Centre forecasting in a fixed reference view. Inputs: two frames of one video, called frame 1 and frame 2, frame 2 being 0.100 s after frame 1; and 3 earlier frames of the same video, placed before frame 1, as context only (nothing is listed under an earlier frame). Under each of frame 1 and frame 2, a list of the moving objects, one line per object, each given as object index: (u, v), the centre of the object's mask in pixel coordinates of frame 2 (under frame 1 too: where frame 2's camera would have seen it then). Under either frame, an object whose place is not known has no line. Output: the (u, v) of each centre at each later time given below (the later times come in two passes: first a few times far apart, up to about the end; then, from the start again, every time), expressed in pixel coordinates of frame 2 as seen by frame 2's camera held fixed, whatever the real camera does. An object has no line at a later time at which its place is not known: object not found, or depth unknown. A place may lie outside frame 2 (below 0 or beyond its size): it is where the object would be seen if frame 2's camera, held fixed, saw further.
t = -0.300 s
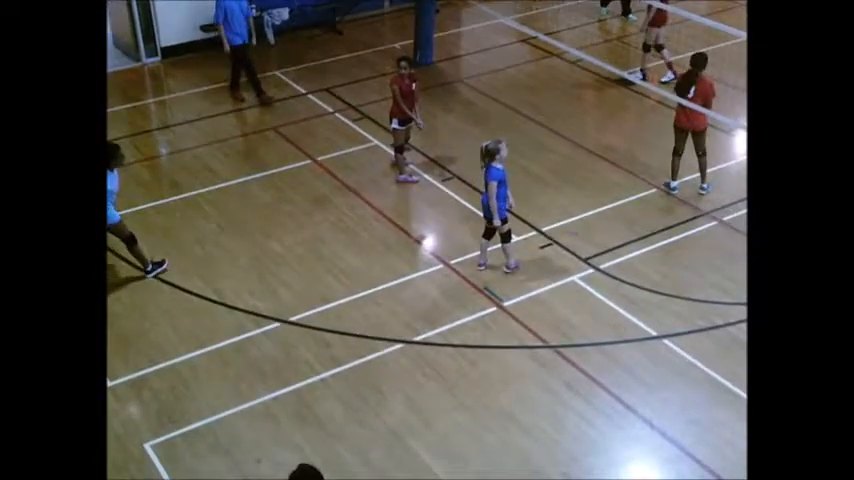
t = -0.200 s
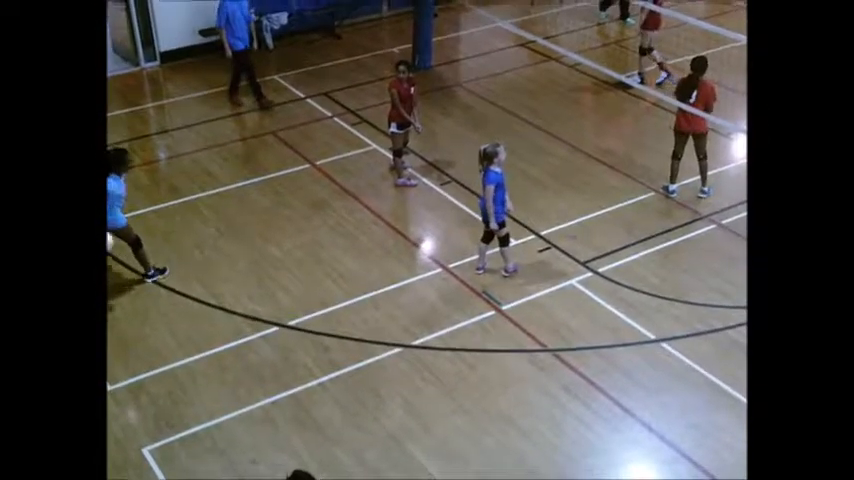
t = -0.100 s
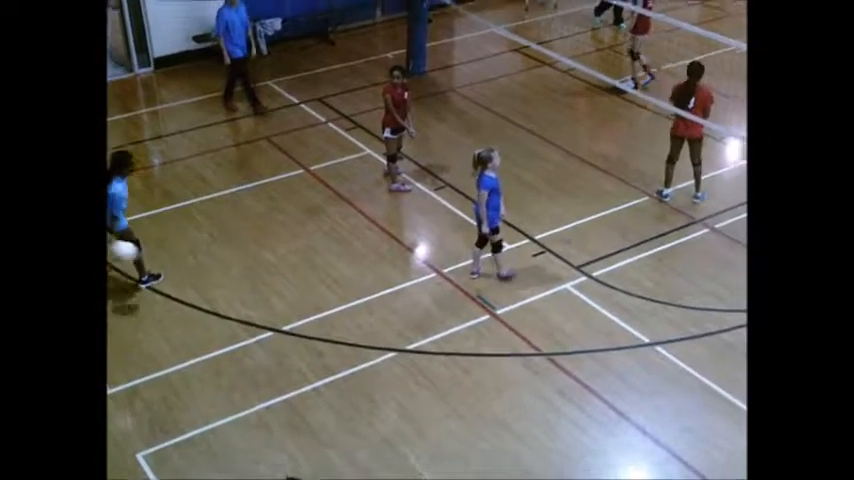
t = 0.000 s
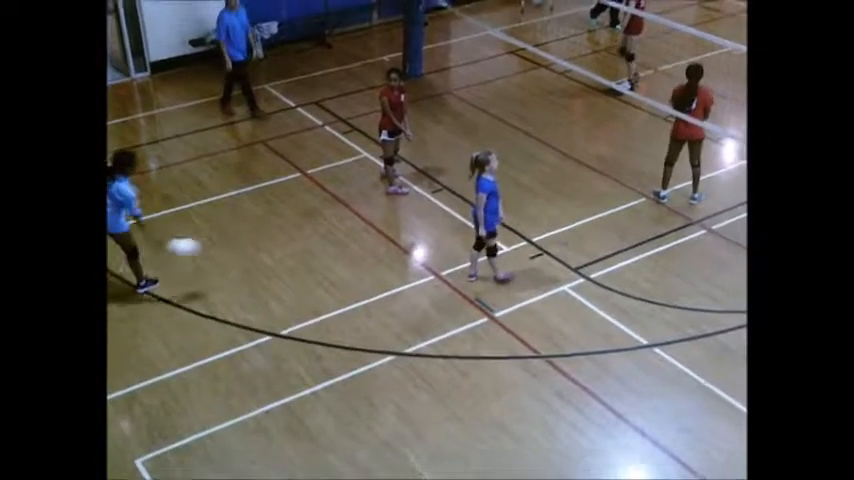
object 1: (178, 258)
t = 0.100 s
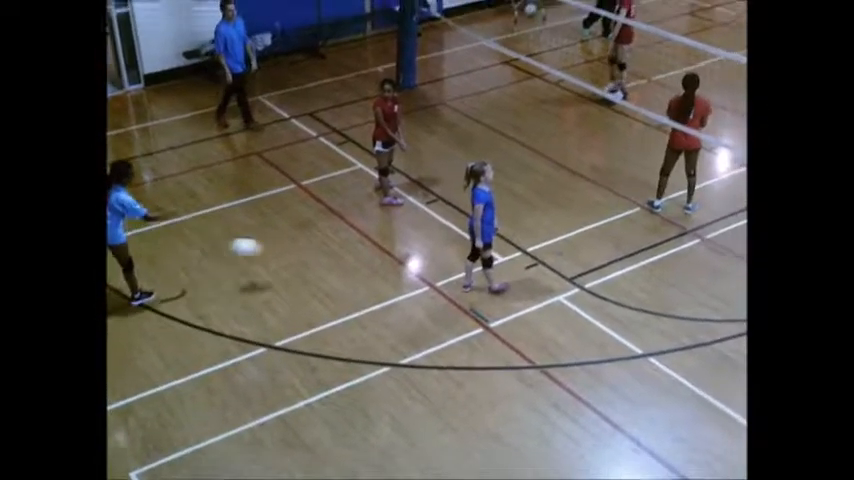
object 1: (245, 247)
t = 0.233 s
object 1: (329, 243)
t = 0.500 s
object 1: (434, 196)
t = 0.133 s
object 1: (268, 244)
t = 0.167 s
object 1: (289, 243)
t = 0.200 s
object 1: (309, 243)
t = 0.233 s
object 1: (329, 243)
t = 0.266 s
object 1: (348, 246)
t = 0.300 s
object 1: (363, 242)
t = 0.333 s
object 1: (375, 232)
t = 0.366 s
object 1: (387, 222)
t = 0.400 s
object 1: (399, 213)
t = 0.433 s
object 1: (412, 206)
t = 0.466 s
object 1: (423, 201)
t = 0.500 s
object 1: (434, 196)
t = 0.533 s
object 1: (445, 192)
